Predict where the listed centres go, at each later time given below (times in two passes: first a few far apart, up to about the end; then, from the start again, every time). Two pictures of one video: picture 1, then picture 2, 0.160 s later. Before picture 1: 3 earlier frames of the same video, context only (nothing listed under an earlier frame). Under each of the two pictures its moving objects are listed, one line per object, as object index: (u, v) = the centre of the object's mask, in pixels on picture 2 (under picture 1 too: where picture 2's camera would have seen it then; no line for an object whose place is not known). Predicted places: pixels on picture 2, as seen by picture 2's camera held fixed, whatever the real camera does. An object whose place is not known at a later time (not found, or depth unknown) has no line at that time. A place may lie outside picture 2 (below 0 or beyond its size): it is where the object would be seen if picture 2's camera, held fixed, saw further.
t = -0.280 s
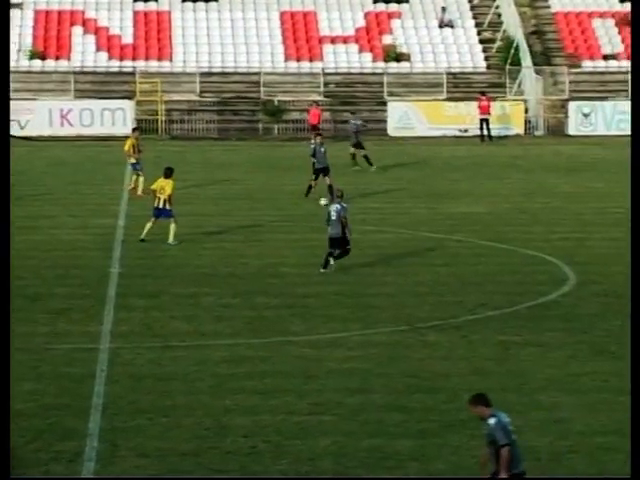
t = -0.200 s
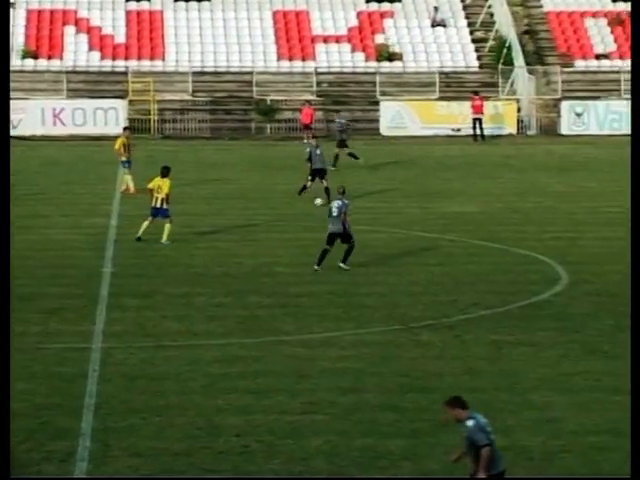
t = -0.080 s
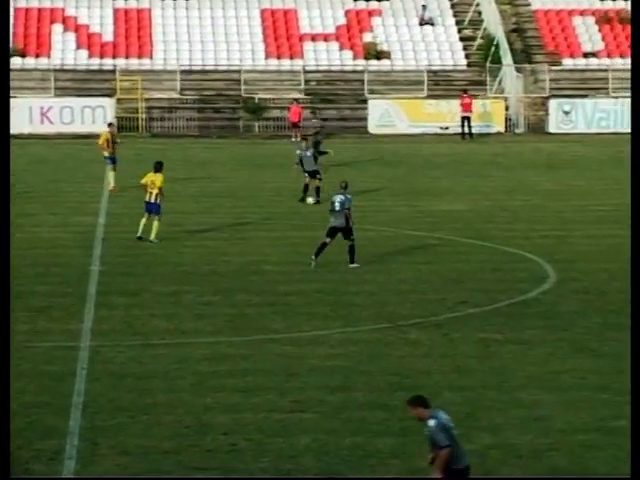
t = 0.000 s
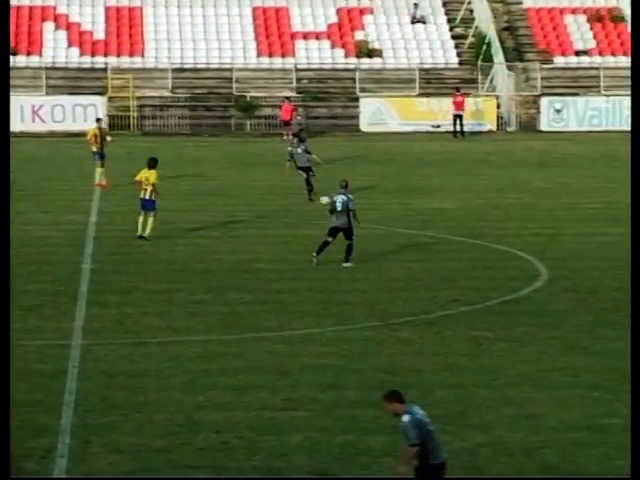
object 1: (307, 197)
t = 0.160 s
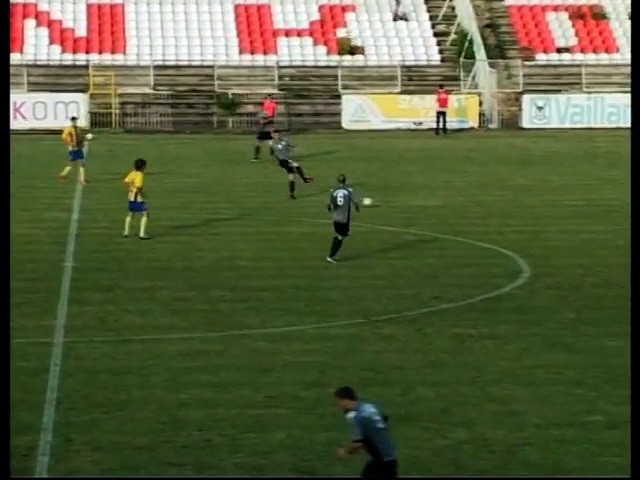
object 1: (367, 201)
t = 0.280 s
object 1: (410, 207)
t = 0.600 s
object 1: (505, 215)
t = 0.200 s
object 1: (382, 203)
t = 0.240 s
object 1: (397, 206)
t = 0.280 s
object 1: (410, 207)
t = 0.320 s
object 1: (423, 208)
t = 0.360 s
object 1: (436, 209)
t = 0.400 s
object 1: (448, 210)
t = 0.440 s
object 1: (460, 211)
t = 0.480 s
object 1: (472, 212)
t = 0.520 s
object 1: (483, 213)
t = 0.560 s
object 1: (494, 214)
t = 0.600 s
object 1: (505, 215)
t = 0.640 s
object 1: (516, 216)
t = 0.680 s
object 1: (527, 217)
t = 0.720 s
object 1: (537, 218)
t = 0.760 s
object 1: (548, 219)
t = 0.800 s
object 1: (558, 219)
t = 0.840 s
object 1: (568, 219)
